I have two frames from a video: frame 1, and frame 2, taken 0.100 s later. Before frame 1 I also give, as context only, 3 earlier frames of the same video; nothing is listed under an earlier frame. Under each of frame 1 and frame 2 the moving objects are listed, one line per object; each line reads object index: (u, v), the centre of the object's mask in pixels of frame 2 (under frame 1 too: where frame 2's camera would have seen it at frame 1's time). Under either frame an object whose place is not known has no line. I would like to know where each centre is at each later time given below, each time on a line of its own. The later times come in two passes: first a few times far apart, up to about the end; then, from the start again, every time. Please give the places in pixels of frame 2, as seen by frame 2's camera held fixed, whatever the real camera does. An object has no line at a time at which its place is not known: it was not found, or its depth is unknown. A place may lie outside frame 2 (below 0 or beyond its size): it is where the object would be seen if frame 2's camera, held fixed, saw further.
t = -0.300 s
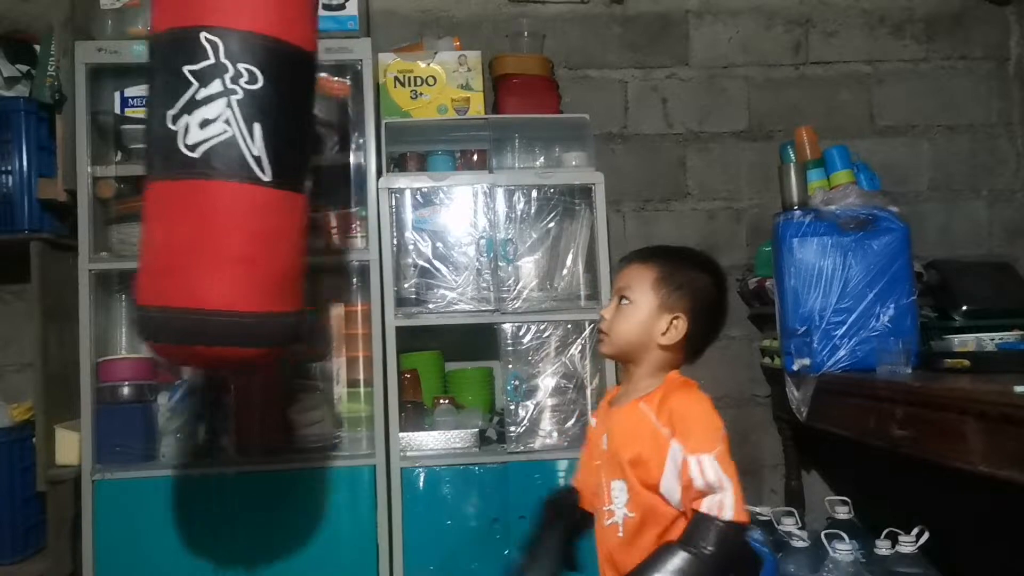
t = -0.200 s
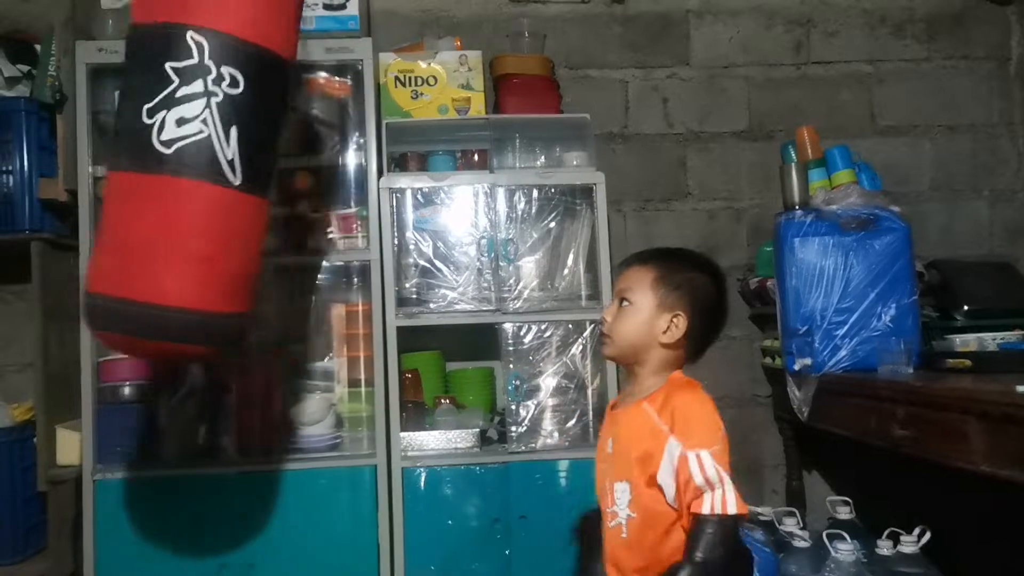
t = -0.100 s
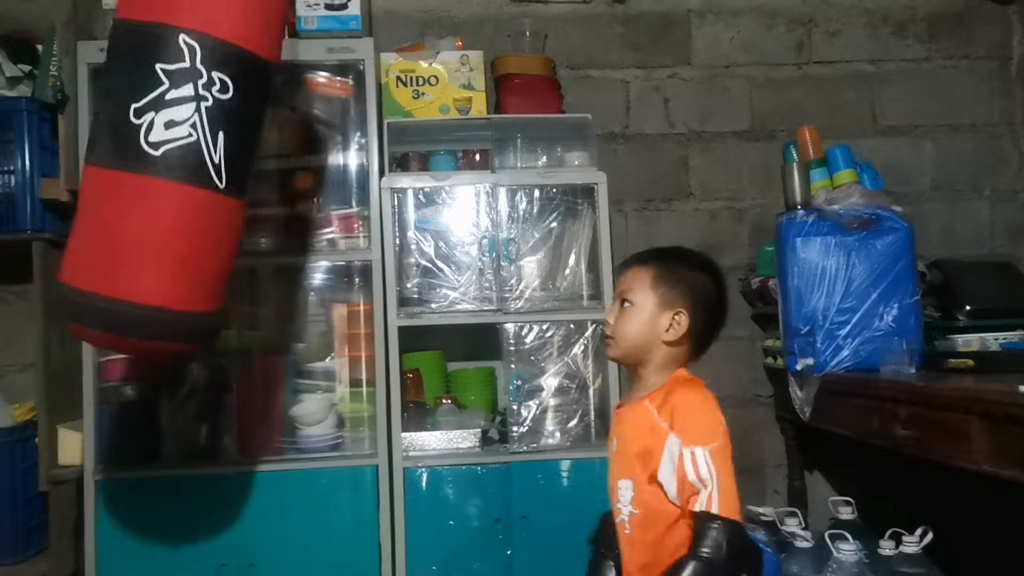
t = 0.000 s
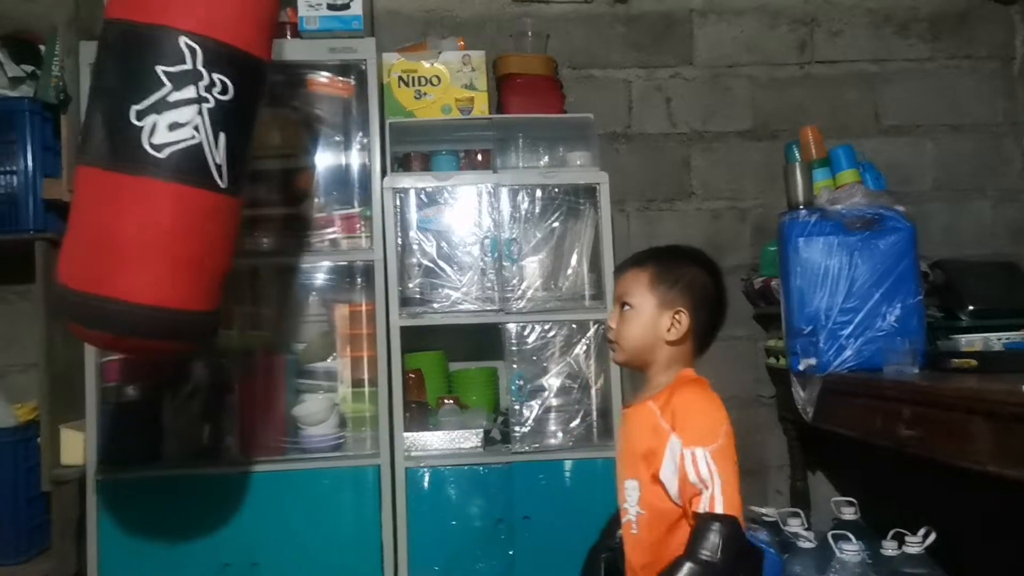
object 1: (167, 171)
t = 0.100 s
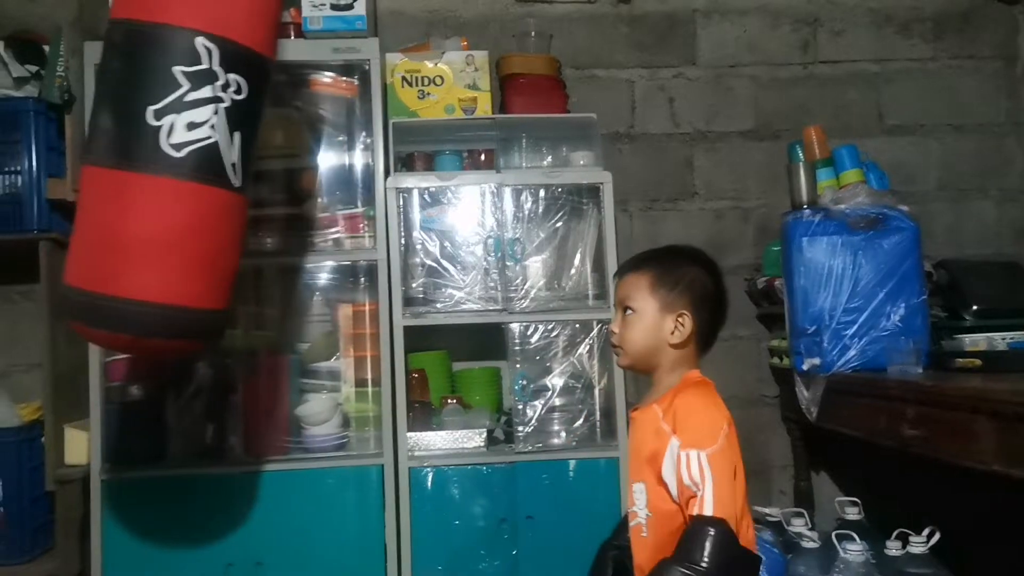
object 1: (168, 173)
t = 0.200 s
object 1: (182, 175)
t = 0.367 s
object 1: (233, 178)
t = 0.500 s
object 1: (289, 181)
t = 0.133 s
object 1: (171, 173)
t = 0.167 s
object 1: (176, 174)
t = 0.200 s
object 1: (182, 175)
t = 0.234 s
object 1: (189, 175)
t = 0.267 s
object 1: (198, 176)
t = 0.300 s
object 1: (208, 177)
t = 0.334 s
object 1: (220, 178)
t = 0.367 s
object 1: (233, 178)
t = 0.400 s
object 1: (247, 180)
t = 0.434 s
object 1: (261, 181)
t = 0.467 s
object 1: (274, 181)
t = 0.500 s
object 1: (289, 181)
